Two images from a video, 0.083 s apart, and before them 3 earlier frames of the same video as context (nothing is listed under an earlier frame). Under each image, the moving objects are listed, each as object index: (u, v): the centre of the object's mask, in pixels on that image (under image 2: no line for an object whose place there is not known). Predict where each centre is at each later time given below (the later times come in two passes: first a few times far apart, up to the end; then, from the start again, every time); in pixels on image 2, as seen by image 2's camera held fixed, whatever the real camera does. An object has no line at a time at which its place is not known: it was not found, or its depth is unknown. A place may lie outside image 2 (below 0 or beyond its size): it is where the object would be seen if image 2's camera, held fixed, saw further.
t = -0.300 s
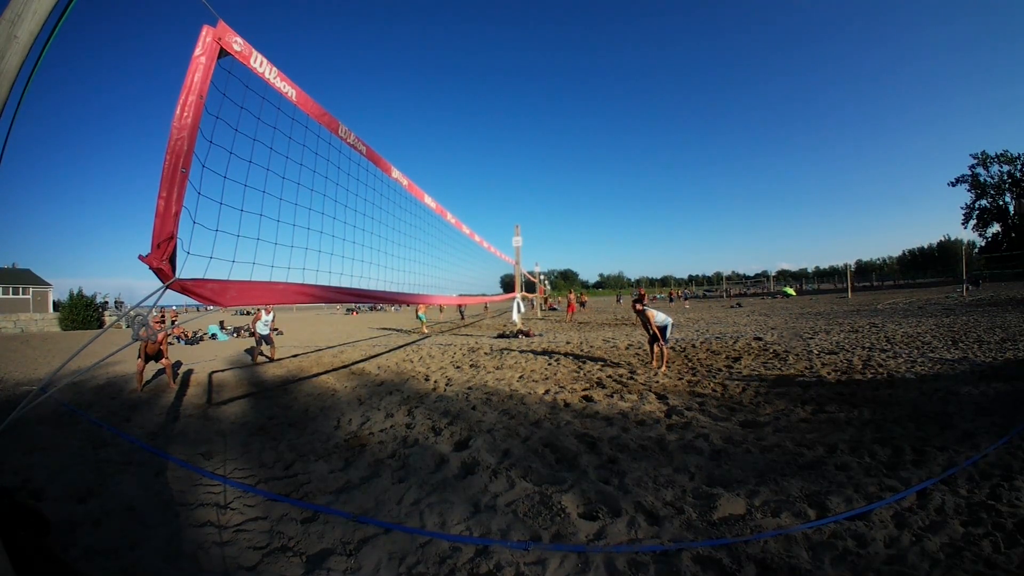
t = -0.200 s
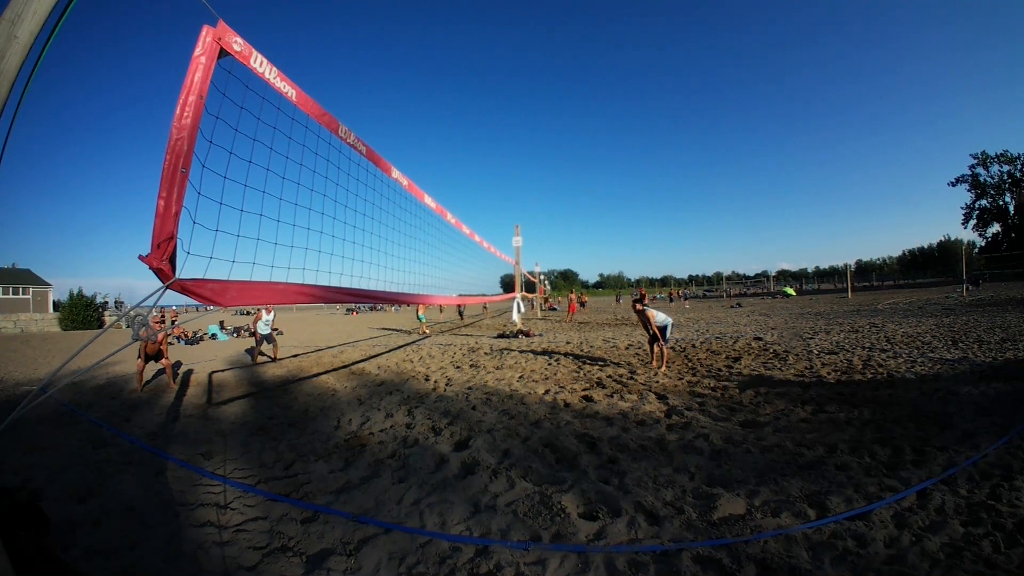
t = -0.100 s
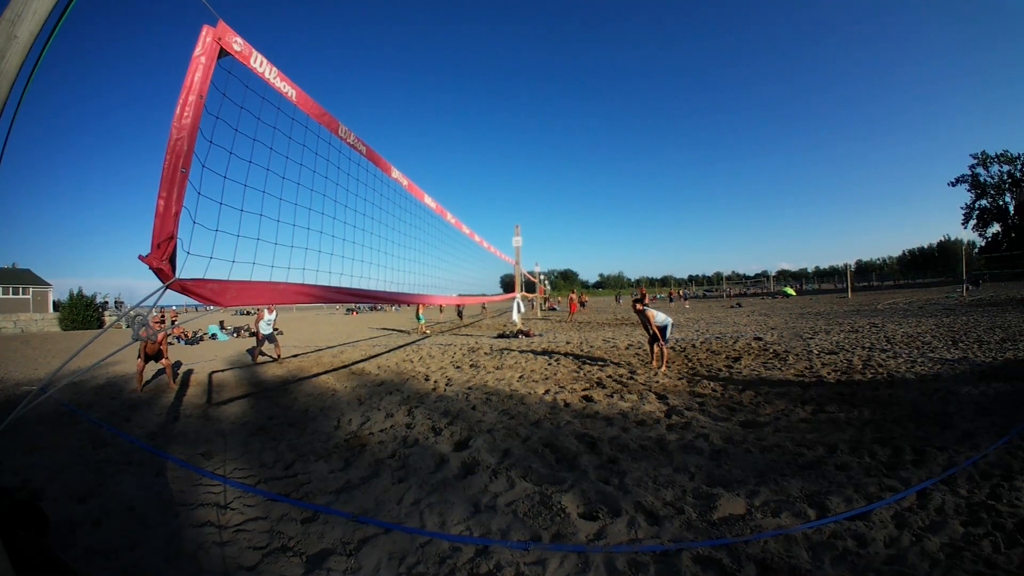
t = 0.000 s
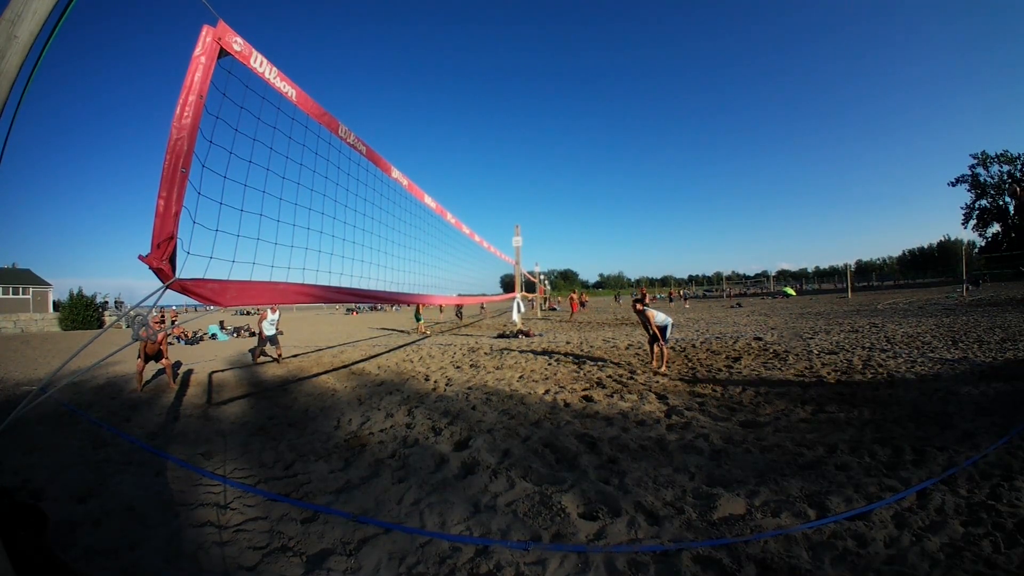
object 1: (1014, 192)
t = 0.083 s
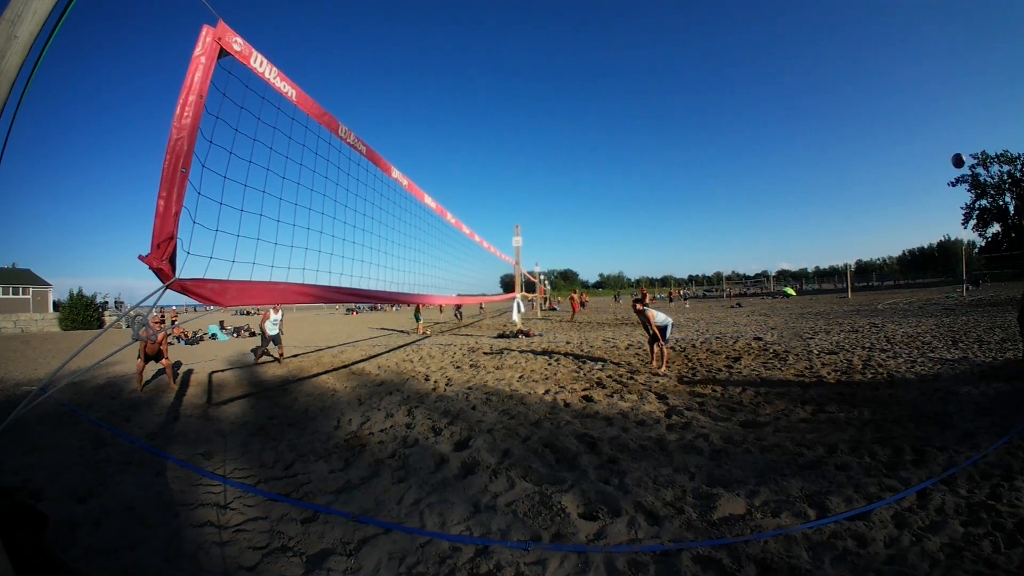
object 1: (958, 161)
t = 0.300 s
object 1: (789, 120)
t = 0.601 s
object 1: (583, 148)
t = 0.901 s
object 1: (455, 212)
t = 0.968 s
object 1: (435, 229)
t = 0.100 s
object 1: (946, 155)
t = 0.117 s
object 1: (934, 150)
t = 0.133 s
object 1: (921, 145)
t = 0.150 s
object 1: (908, 141)
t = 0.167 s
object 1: (895, 137)
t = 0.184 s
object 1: (882, 134)
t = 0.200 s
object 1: (869, 130)
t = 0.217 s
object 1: (856, 128)
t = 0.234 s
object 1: (842, 126)
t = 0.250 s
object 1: (829, 124)
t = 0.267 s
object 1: (815, 122)
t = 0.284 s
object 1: (802, 121)
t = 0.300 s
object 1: (789, 120)
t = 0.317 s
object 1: (776, 120)
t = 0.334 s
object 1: (762, 119)
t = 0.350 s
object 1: (750, 119)
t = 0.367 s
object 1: (737, 120)
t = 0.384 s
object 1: (724, 120)
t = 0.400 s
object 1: (712, 121)
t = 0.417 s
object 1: (699, 122)
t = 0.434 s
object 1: (687, 123)
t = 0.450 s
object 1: (676, 125)
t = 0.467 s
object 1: (665, 127)
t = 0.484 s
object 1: (653, 129)
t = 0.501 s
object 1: (642, 131)
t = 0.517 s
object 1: (632, 134)
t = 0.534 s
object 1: (622, 137)
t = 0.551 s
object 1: (612, 139)
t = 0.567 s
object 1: (602, 142)
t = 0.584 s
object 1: (592, 145)
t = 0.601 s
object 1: (583, 148)
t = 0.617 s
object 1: (574, 151)
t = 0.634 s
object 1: (565, 154)
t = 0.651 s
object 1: (556, 158)
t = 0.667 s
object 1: (548, 161)
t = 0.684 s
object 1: (540, 164)
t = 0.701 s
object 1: (532, 168)
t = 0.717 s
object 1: (524, 171)
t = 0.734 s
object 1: (517, 175)
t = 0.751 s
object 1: (510, 178)
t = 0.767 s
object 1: (503, 182)
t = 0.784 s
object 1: (496, 186)
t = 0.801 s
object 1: (490, 190)
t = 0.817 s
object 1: (483, 193)
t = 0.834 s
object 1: (477, 197)
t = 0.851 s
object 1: (471, 201)
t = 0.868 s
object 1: (466, 204)
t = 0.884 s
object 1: (460, 208)
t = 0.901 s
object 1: (455, 212)
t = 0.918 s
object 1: (451, 214)
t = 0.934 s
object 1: (444, 221)
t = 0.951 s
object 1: (439, 225)
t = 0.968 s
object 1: (435, 229)
